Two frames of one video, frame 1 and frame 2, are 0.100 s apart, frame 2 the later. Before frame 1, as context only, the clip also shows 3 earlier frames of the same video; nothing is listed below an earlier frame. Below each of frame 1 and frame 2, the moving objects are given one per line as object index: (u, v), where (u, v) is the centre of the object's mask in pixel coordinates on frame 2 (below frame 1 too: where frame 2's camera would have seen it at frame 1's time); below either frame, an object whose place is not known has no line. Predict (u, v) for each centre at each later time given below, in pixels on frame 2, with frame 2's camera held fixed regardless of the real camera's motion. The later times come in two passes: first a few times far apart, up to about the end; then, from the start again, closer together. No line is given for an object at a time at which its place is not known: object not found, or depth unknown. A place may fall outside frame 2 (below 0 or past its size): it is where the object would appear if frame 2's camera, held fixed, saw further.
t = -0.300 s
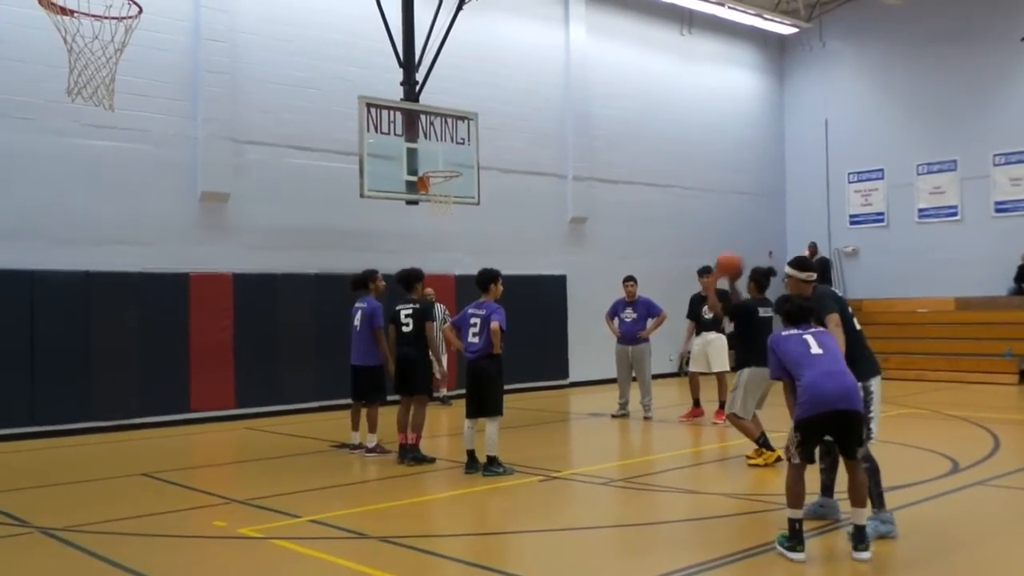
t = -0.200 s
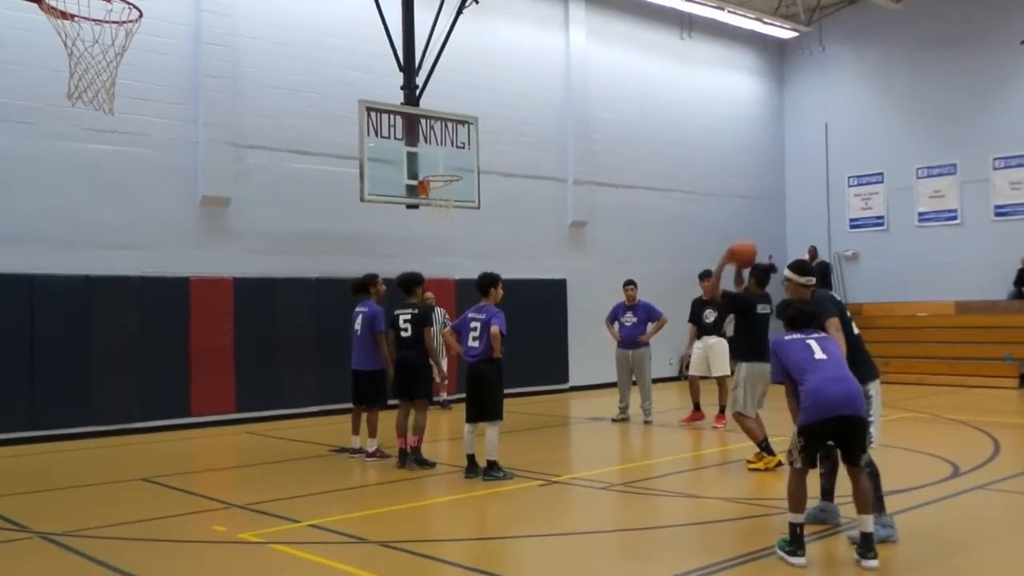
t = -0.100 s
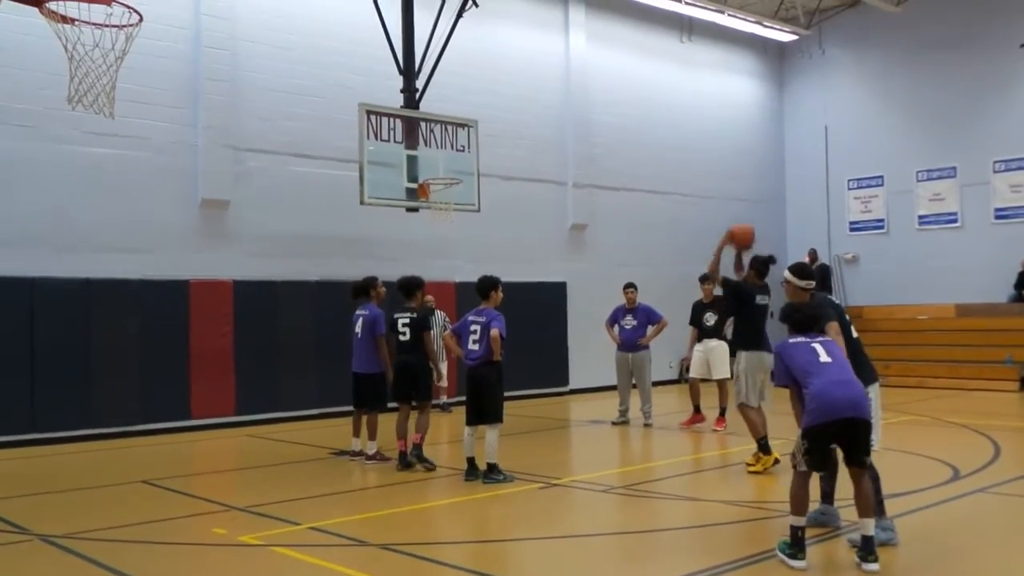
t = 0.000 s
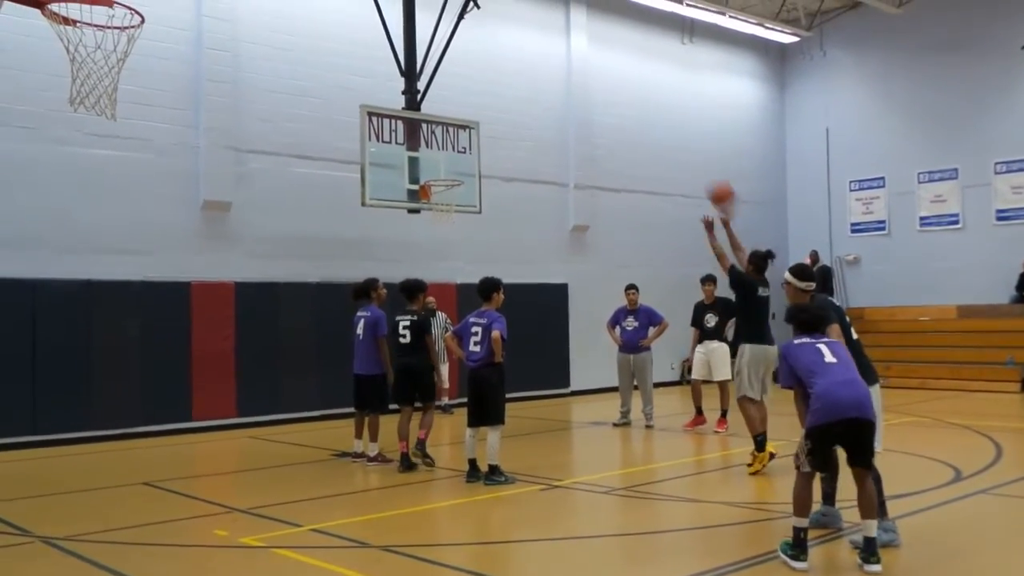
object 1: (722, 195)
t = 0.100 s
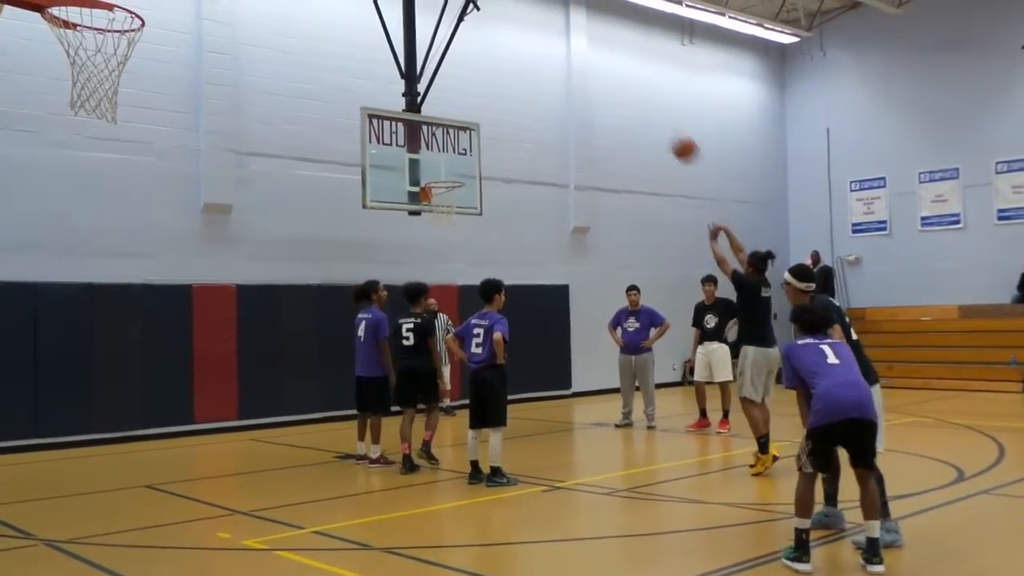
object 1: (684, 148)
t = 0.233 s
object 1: (639, 106)
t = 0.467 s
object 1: (570, 78)
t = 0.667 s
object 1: (520, 94)
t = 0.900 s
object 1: (470, 153)
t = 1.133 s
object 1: (431, 207)
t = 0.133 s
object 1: (672, 136)
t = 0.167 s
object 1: (661, 124)
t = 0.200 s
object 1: (649, 115)
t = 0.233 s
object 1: (639, 106)
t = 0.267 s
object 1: (628, 99)
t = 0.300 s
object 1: (617, 92)
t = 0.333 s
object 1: (607, 87)
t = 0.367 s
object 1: (598, 83)
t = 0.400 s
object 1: (588, 81)
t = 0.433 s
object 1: (579, 79)
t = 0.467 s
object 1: (570, 78)
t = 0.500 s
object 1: (561, 79)
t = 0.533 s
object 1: (553, 80)
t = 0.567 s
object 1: (544, 82)
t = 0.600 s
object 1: (536, 85)
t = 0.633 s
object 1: (528, 90)
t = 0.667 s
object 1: (520, 94)
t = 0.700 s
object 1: (512, 100)
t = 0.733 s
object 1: (504, 107)
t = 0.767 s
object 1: (497, 114)
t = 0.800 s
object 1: (491, 122)
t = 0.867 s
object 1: (477, 141)
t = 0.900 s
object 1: (470, 153)
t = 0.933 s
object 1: (463, 164)
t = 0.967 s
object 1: (457, 175)
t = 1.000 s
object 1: (451, 183)
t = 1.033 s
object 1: (445, 192)
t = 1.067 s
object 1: (439, 198)
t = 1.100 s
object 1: (435, 204)
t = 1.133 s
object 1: (431, 207)
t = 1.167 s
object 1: (429, 210)
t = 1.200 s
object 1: (427, 214)
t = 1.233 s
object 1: (425, 222)
